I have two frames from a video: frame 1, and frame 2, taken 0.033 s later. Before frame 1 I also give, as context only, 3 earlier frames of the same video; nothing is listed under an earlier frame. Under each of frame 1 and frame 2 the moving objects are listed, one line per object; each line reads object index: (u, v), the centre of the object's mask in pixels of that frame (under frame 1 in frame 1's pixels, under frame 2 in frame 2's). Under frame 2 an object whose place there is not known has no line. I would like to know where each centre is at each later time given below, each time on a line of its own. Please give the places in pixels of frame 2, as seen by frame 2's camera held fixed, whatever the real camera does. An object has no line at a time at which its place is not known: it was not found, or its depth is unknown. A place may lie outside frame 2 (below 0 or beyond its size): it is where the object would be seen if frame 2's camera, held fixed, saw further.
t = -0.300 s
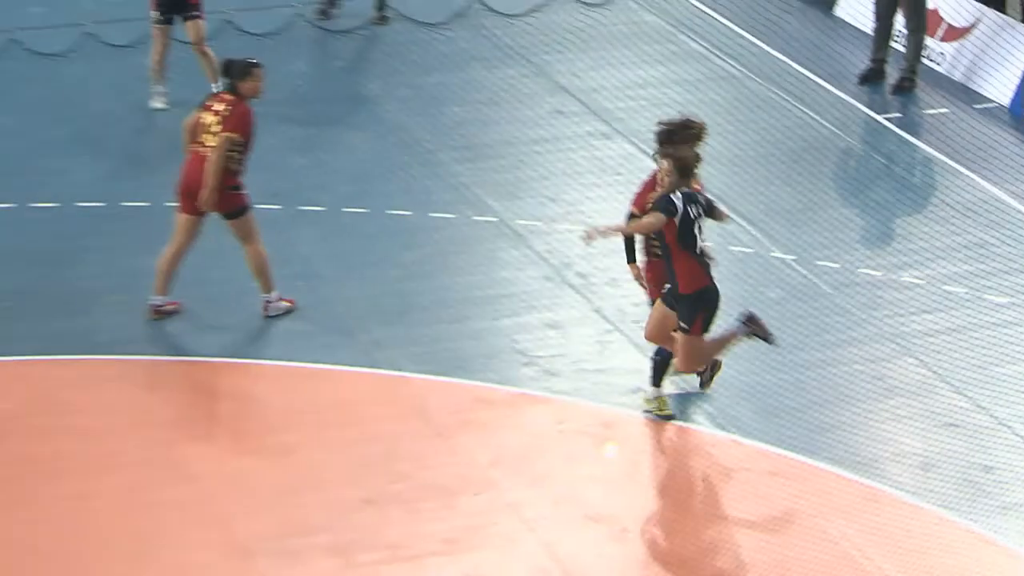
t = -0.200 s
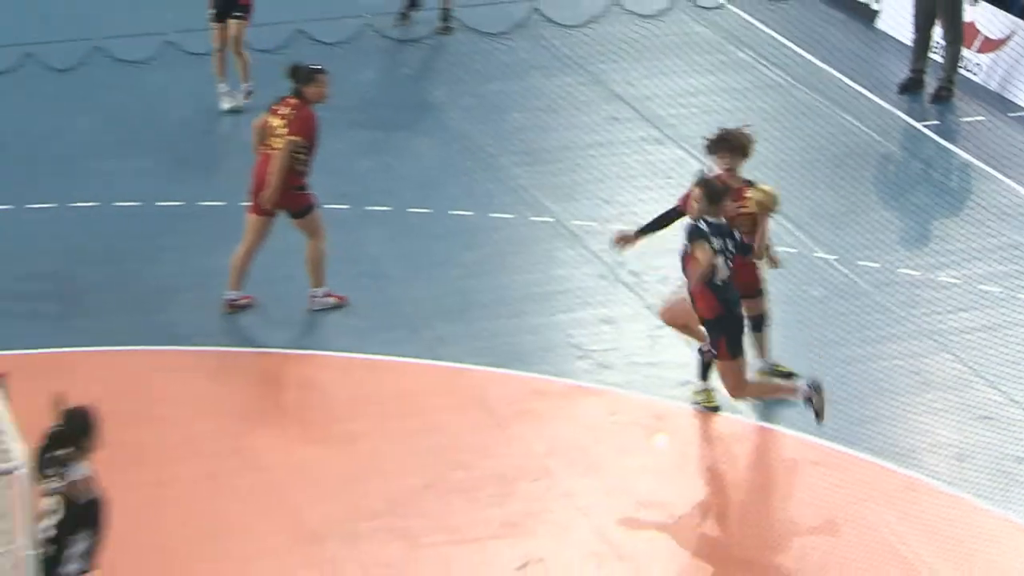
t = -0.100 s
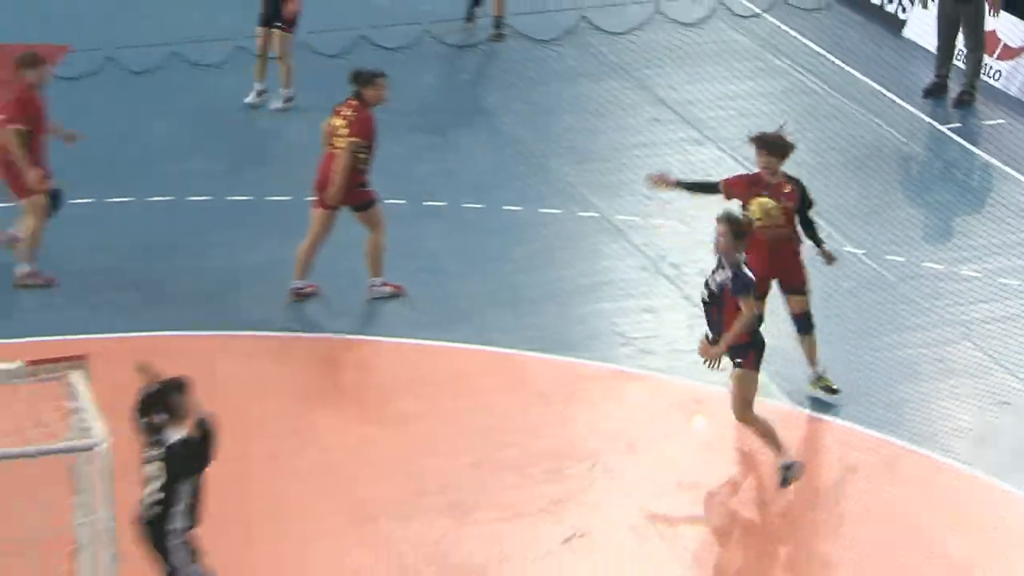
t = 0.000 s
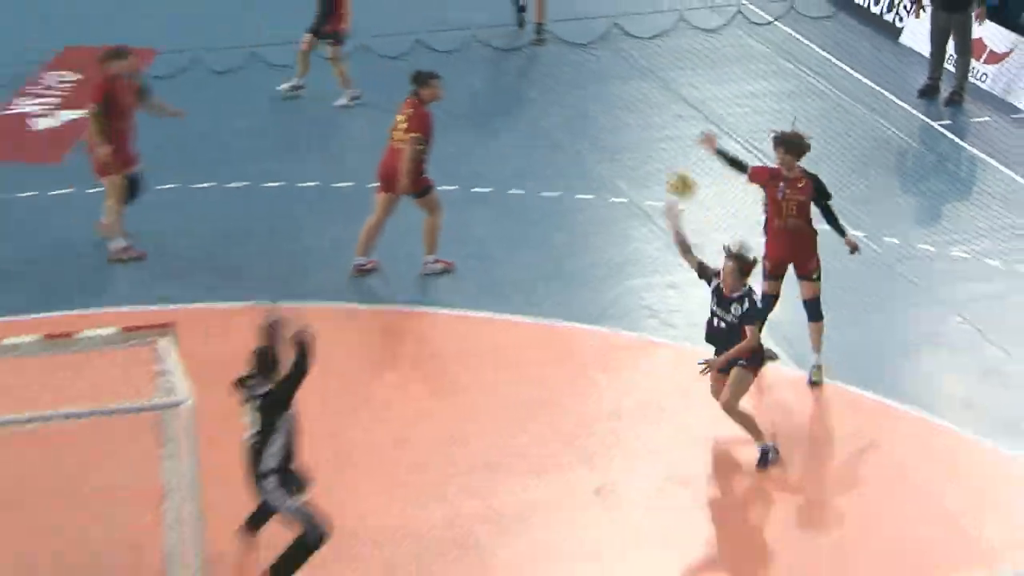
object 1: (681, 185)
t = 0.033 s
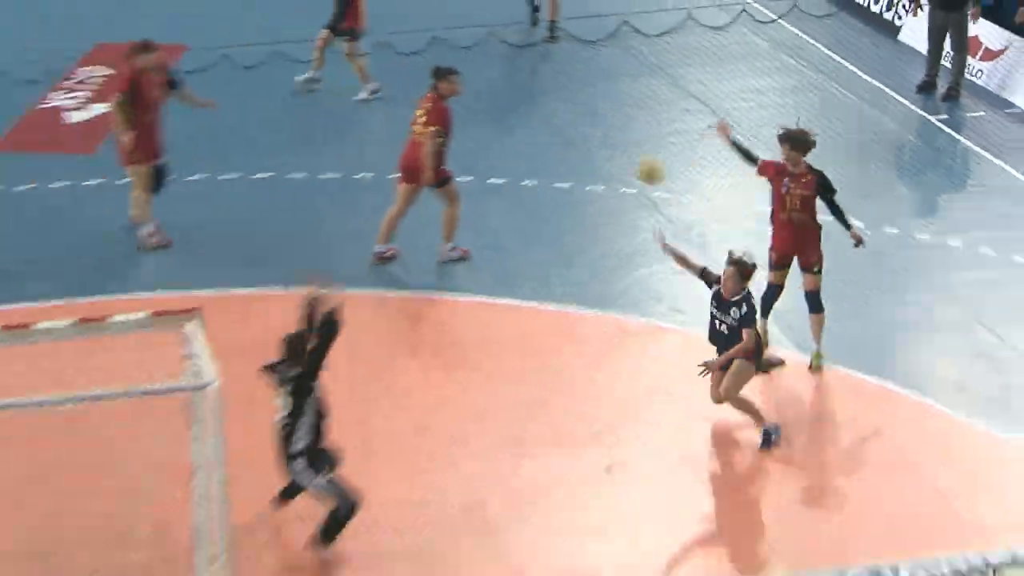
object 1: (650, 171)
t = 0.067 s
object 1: (606, 168)
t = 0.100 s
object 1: (568, 167)
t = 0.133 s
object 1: (525, 168)
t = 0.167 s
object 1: (485, 169)
